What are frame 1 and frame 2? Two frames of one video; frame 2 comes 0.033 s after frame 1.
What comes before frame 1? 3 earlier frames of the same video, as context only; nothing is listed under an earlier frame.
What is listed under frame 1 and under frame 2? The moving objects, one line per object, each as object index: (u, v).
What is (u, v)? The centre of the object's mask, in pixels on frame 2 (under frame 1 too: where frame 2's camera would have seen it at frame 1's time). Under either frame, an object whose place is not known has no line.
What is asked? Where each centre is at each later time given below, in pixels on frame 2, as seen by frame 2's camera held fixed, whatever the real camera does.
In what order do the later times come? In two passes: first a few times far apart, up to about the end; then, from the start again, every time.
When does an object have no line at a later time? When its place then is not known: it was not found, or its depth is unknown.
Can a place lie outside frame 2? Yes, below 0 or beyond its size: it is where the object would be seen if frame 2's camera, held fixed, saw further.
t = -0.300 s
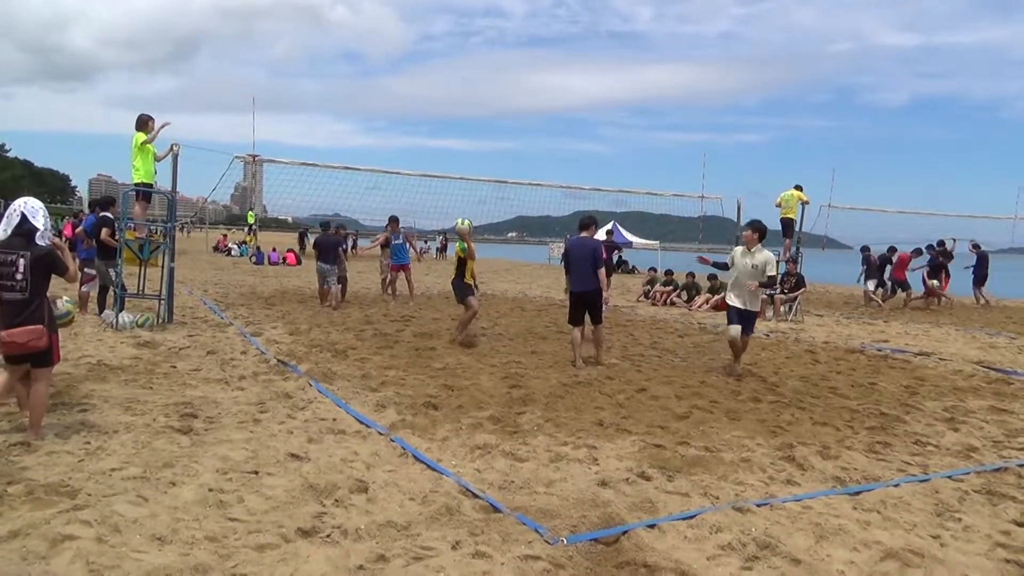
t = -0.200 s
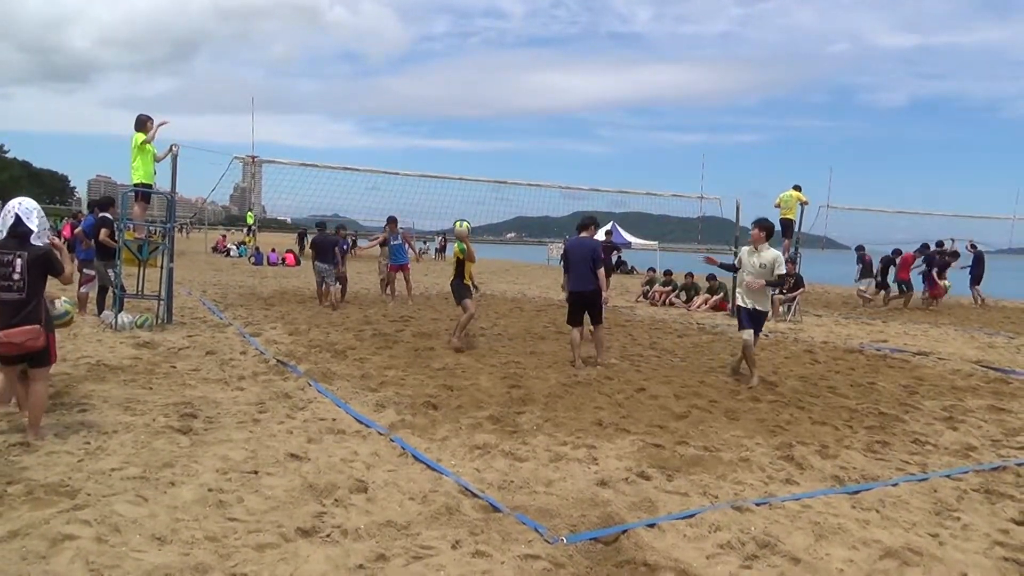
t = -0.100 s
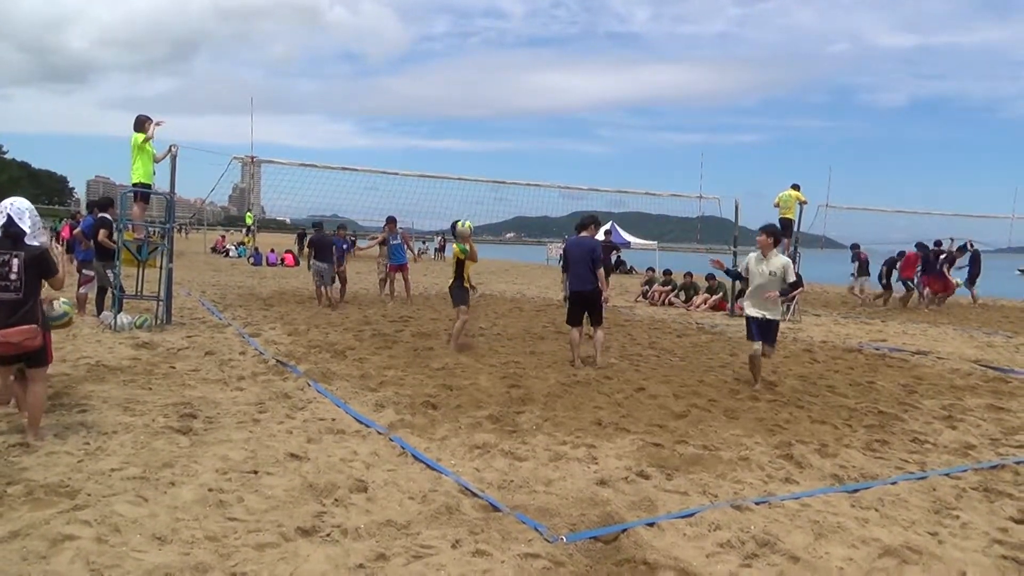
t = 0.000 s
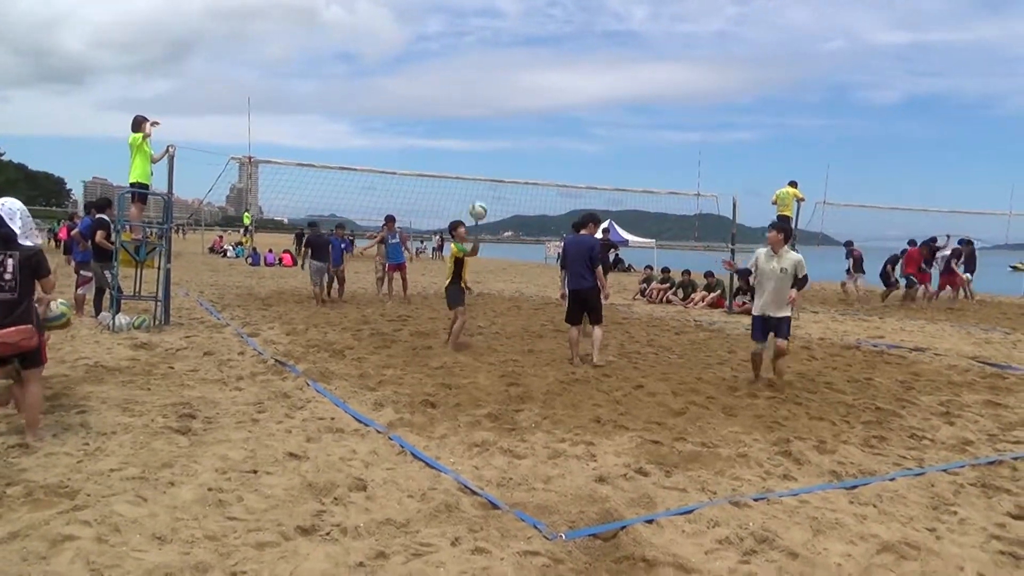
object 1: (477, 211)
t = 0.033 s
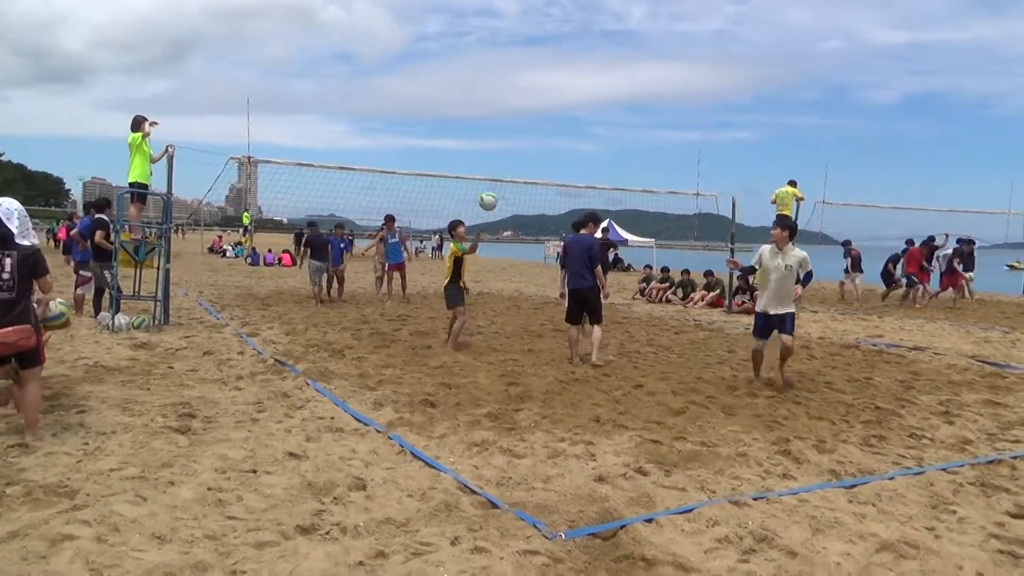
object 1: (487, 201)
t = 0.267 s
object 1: (568, 159)
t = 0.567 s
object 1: (687, 174)
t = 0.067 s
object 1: (499, 194)
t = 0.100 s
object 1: (509, 186)
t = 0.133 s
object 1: (521, 178)
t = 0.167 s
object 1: (532, 173)
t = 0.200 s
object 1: (544, 167)
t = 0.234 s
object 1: (556, 163)
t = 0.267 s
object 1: (568, 159)
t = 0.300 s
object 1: (580, 157)
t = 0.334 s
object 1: (593, 155)
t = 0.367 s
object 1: (604, 154)
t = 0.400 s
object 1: (618, 155)
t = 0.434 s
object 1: (631, 156)
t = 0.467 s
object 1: (645, 160)
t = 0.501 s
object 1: (659, 163)
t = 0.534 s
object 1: (673, 168)
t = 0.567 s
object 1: (687, 174)
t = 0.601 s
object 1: (702, 182)
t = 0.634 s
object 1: (718, 190)
